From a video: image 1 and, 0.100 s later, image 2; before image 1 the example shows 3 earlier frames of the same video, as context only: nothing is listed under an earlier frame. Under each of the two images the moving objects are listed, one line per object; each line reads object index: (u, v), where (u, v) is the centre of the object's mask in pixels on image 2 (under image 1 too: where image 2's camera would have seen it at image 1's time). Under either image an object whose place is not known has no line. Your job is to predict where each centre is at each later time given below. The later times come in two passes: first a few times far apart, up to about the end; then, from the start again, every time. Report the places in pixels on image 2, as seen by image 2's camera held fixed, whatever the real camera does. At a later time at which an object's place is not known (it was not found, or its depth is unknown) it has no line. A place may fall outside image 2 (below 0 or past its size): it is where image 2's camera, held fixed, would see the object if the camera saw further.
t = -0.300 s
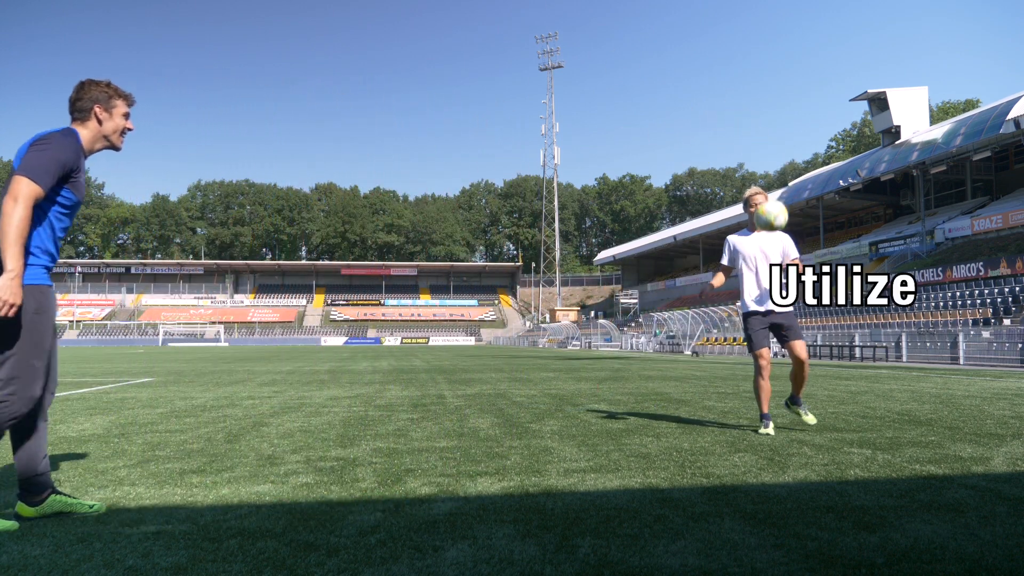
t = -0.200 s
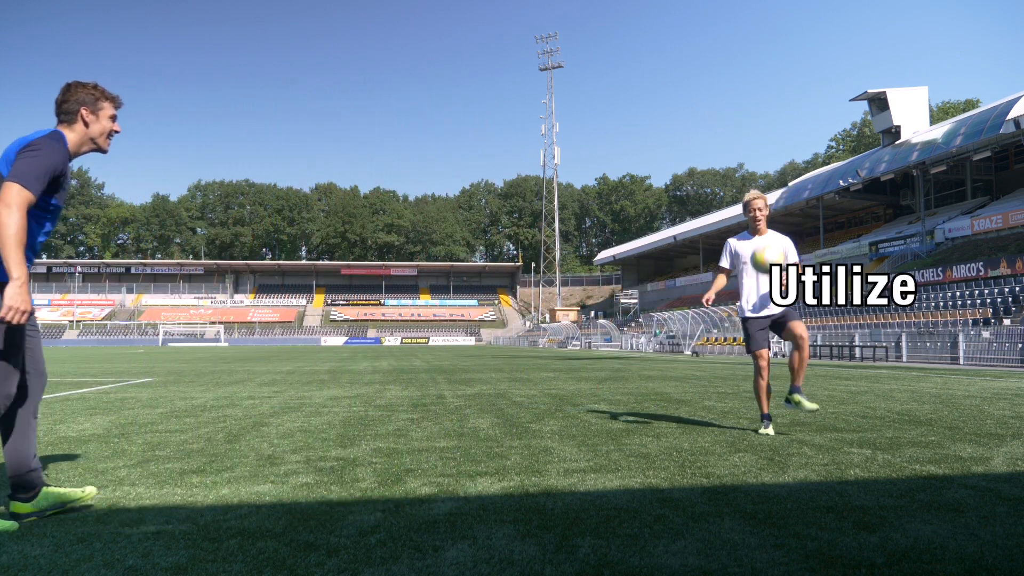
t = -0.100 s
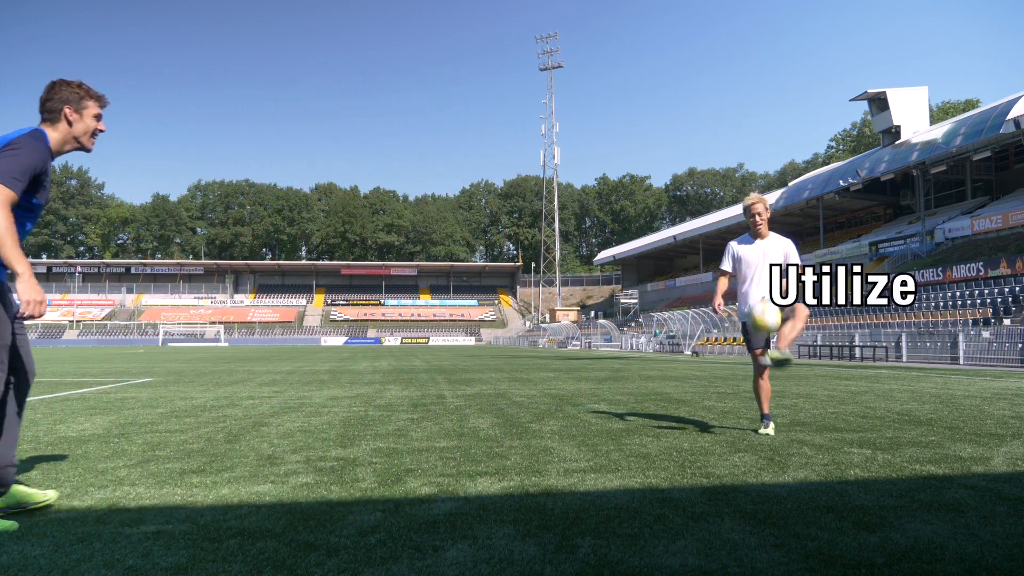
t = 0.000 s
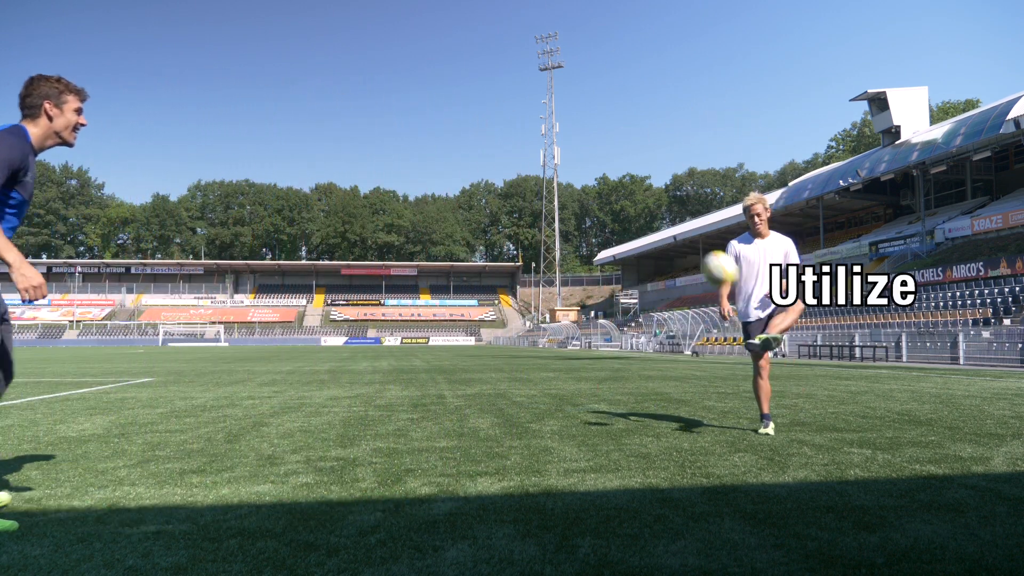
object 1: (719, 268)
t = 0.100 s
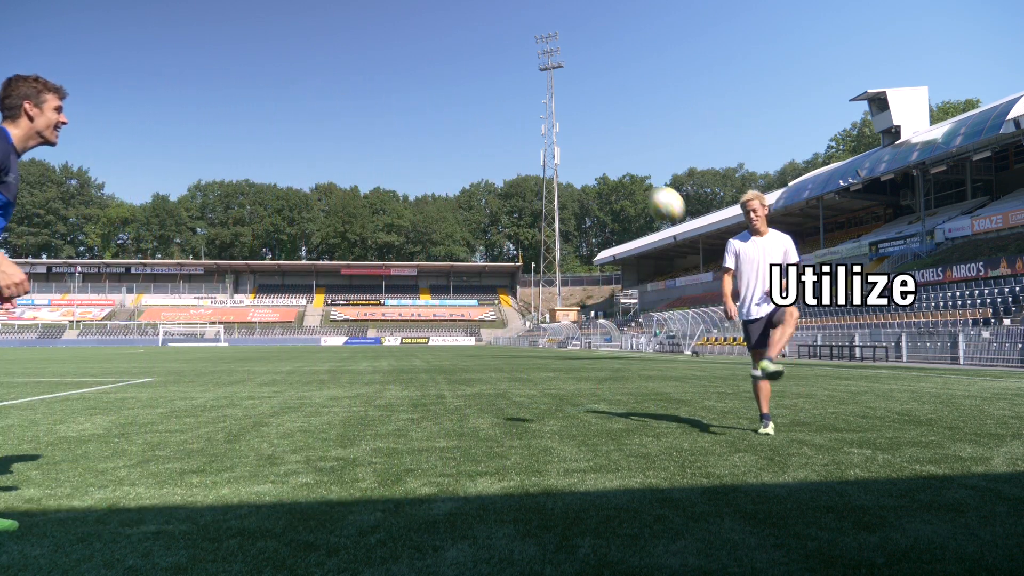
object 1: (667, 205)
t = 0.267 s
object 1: (575, 125)
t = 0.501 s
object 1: (446, 82)
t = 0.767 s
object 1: (293, 133)
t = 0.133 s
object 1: (649, 185)
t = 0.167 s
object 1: (631, 168)
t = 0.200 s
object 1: (612, 152)
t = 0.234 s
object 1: (594, 138)
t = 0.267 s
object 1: (575, 125)
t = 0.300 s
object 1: (557, 114)
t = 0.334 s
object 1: (538, 105)
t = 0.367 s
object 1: (520, 97)
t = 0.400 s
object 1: (501, 91)
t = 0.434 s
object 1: (483, 87)
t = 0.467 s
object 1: (465, 84)
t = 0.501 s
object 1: (446, 82)
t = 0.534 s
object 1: (427, 83)
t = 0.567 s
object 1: (409, 84)
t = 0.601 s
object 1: (390, 88)
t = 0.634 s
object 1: (371, 93)
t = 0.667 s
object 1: (351, 100)
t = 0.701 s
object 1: (332, 109)
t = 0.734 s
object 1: (312, 120)
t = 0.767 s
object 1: (293, 133)
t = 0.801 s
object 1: (273, 147)
